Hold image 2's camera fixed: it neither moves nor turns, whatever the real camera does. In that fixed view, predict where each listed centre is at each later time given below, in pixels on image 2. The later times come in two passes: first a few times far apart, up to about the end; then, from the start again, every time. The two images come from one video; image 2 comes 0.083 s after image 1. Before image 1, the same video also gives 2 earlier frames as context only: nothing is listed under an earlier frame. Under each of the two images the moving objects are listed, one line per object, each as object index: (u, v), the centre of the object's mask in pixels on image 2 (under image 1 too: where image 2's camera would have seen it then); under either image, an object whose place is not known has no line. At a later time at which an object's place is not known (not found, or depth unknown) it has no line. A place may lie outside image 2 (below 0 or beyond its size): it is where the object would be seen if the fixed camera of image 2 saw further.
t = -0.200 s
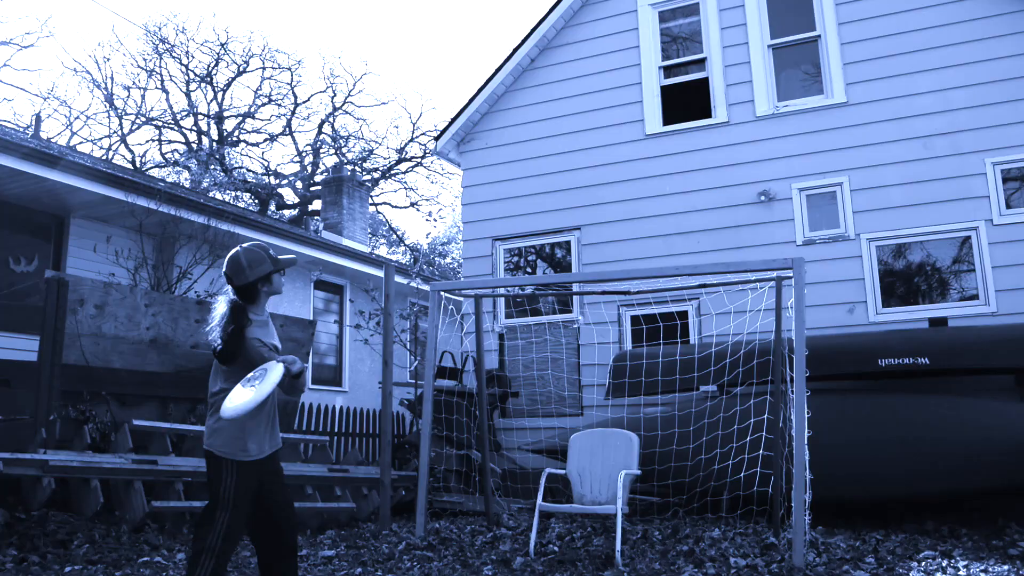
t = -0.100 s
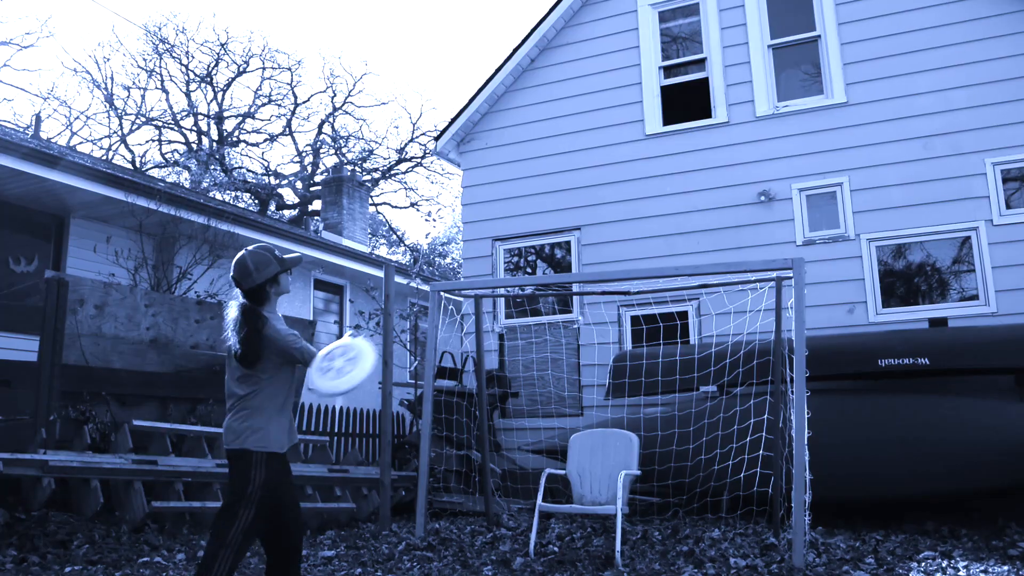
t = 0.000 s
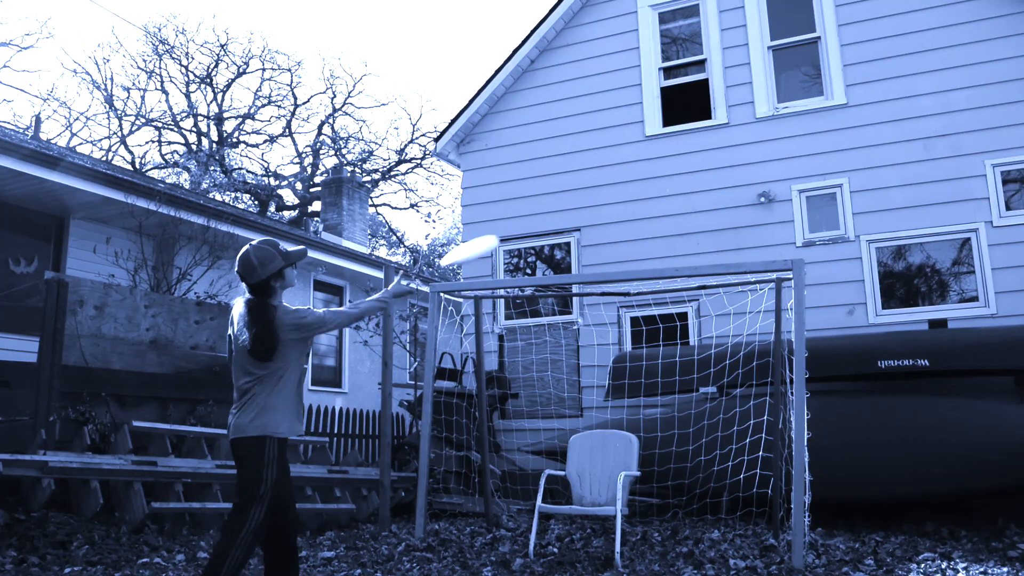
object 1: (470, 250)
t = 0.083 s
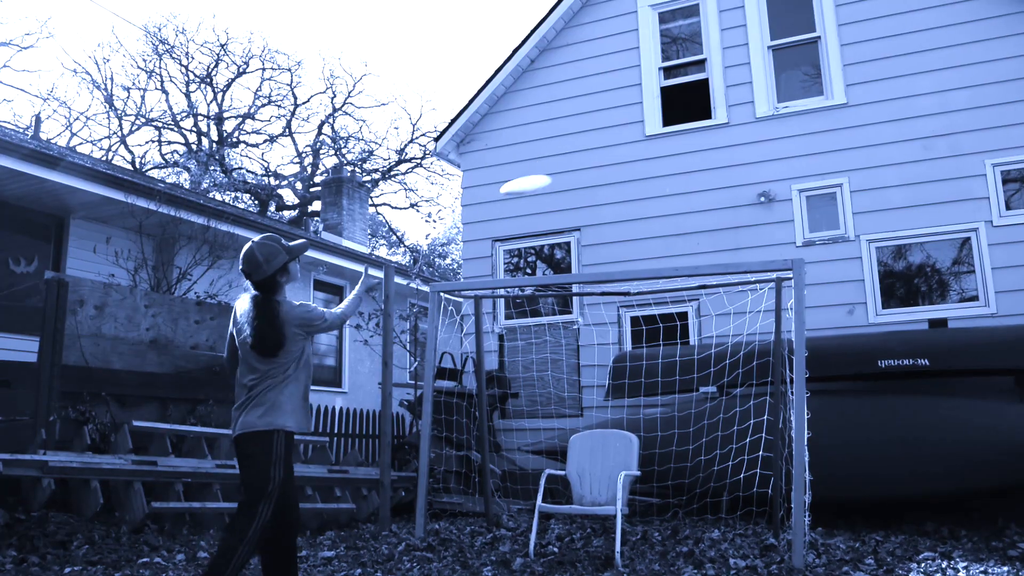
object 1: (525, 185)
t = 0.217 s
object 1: (587, 134)
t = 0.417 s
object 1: (645, 121)
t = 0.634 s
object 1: (674, 119)
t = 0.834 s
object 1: (662, 80)
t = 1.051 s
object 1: (652, 81)
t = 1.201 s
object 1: (647, 109)
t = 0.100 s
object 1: (535, 175)
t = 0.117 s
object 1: (544, 166)
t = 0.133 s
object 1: (552, 159)
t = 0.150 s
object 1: (560, 152)
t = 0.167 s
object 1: (567, 147)
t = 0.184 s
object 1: (574, 142)
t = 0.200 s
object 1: (580, 138)
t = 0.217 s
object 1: (587, 134)
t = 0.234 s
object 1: (593, 131)
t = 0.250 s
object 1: (599, 129)
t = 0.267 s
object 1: (605, 127)
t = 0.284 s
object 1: (610, 126)
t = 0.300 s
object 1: (615, 124)
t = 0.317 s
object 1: (620, 123)
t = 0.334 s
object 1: (625, 122)
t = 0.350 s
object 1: (629, 122)
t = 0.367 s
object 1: (633, 122)
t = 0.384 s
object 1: (637, 121)
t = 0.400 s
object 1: (641, 121)
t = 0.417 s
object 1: (645, 121)
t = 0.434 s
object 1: (649, 121)
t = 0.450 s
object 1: (652, 122)
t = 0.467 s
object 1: (655, 123)
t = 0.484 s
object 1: (659, 124)
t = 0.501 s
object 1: (661, 125)
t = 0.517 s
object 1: (664, 125)
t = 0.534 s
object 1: (666, 126)
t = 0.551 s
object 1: (669, 127)
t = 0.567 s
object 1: (671, 127)
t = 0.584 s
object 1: (673, 128)
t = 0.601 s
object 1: (674, 127)
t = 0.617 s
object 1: (675, 123)
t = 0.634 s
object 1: (674, 119)
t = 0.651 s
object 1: (673, 114)
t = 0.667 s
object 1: (672, 110)
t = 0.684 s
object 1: (671, 106)
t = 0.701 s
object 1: (670, 102)
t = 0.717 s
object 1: (669, 98)
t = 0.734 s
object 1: (668, 95)
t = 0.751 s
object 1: (667, 92)
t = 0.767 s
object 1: (666, 89)
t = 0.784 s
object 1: (665, 87)
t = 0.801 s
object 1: (664, 84)
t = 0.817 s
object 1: (663, 82)
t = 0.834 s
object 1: (662, 80)
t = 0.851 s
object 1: (661, 79)
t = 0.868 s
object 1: (661, 78)
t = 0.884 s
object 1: (660, 77)
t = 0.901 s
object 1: (659, 76)
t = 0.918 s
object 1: (658, 76)
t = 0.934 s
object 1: (657, 75)
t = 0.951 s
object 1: (656, 75)
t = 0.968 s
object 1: (656, 75)
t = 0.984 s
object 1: (655, 76)
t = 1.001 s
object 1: (654, 77)
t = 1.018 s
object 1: (653, 78)
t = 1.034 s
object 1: (652, 79)
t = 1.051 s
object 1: (652, 81)
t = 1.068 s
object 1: (651, 83)
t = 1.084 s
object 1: (650, 85)
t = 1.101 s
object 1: (650, 88)
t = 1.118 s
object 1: (649, 91)
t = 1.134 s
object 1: (649, 94)
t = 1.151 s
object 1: (648, 97)
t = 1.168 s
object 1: (648, 100)
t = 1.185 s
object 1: (647, 105)
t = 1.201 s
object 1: (647, 109)
